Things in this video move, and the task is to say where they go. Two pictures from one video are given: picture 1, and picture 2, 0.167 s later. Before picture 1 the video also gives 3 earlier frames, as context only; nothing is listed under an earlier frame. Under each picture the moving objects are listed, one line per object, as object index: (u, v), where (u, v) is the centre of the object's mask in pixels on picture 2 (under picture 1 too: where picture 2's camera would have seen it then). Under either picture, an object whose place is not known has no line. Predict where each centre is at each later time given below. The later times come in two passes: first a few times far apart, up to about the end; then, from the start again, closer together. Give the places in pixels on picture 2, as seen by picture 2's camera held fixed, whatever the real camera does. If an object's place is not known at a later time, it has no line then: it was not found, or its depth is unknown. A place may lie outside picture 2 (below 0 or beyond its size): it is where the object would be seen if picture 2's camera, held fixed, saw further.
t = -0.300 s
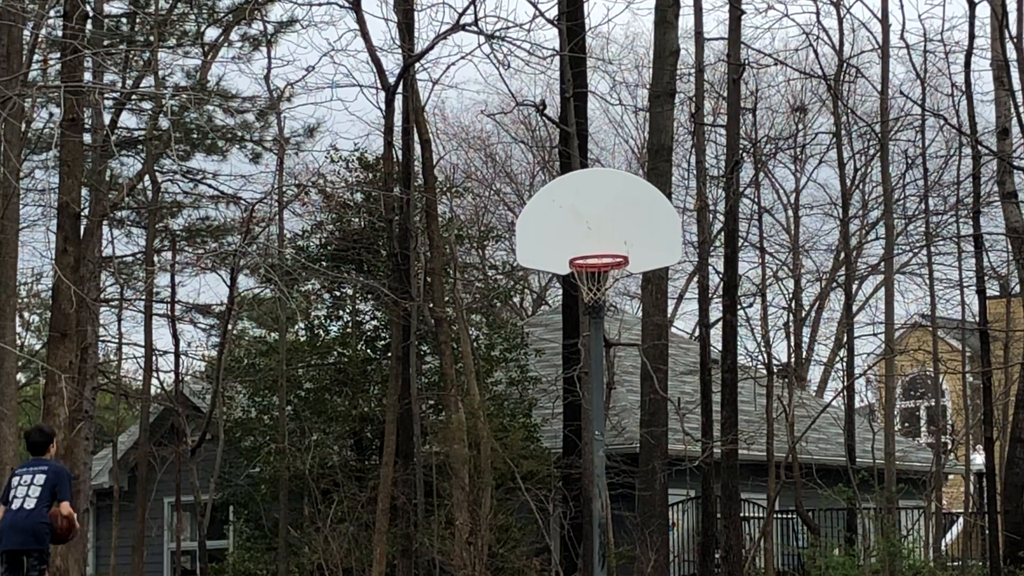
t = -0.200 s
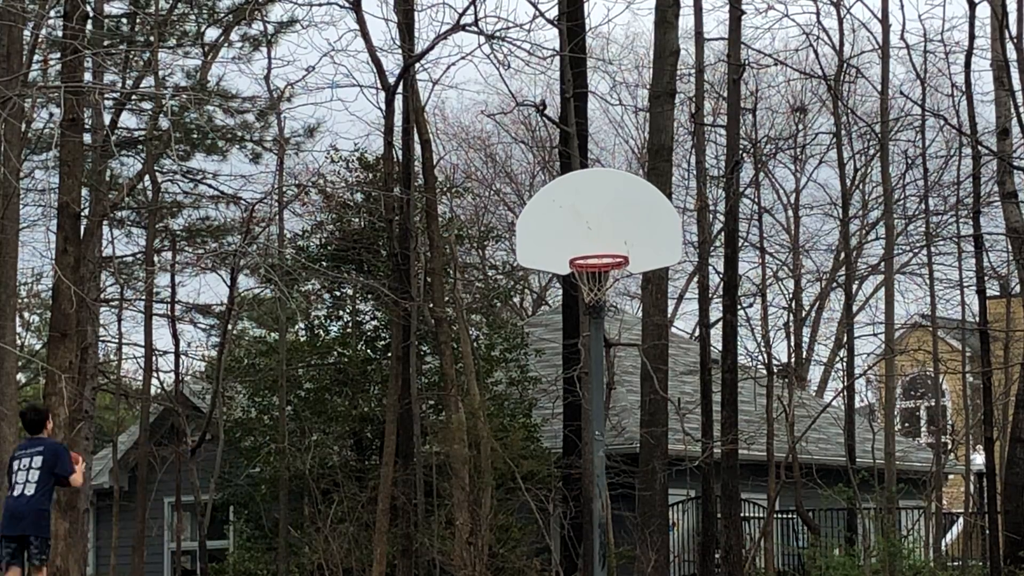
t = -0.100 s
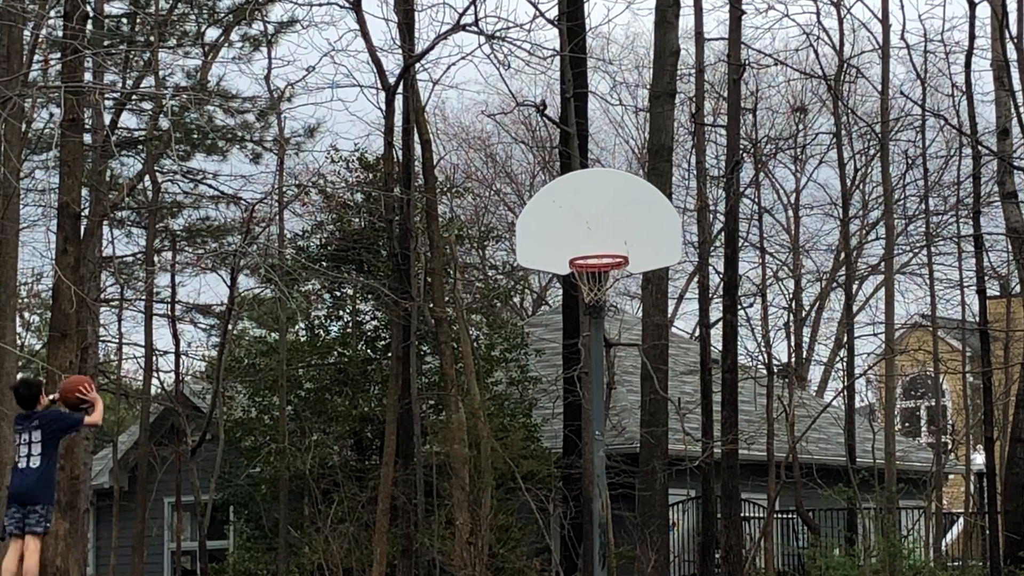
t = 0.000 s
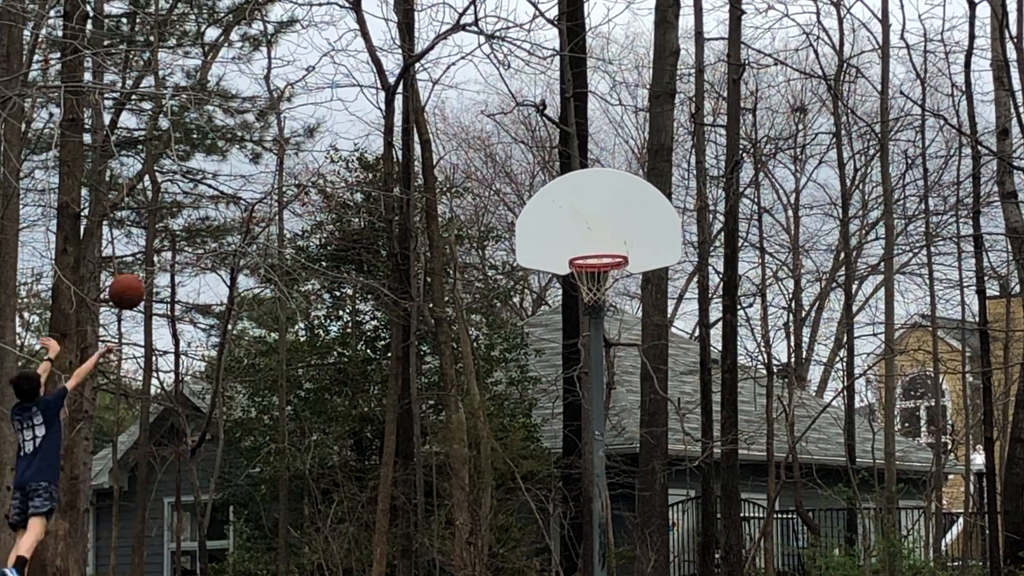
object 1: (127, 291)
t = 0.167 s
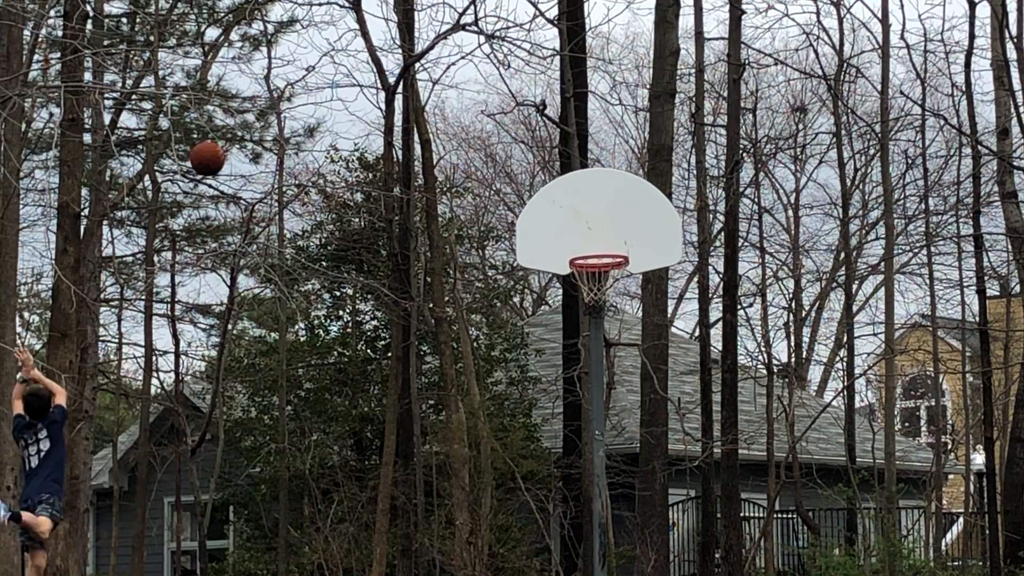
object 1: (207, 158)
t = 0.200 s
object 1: (222, 138)
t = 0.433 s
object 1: (325, 41)
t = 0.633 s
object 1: (406, 21)
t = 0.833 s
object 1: (483, 51)
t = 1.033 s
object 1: (554, 128)
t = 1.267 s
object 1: (623, 234)
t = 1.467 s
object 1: (635, 186)
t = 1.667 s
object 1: (640, 168)
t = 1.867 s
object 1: (647, 198)
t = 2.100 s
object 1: (656, 295)
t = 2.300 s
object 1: (666, 433)
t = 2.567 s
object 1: (678, 560)
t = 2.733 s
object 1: (676, 449)
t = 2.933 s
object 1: (677, 365)
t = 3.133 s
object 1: (678, 332)
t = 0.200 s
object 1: (222, 138)
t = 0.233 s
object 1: (238, 119)
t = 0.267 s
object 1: (253, 102)
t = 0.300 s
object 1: (268, 87)
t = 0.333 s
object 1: (282, 73)
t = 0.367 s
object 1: (297, 61)
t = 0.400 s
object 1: (311, 50)
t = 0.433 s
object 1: (325, 41)
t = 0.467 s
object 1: (339, 35)
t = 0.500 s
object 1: (353, 29)
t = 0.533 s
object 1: (366, 25)
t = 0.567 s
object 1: (380, 22)
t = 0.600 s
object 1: (393, 21)
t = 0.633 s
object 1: (406, 21)
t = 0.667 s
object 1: (419, 23)
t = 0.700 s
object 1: (432, 26)
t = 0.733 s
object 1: (445, 30)
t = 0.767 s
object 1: (458, 36)
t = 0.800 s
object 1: (470, 43)
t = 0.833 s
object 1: (483, 51)
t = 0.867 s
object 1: (495, 61)
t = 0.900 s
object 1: (507, 72)
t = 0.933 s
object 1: (519, 84)
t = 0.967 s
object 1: (532, 98)
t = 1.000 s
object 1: (543, 112)
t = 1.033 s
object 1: (554, 128)
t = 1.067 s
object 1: (566, 144)
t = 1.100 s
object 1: (577, 162)
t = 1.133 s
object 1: (588, 182)
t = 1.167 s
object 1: (599, 202)
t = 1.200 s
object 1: (610, 223)
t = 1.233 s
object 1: (621, 243)
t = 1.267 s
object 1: (623, 234)
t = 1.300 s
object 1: (626, 223)
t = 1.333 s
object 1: (628, 214)
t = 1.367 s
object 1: (630, 206)
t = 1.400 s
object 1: (632, 200)
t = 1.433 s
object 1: (634, 193)
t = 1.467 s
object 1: (635, 186)
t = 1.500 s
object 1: (635, 179)
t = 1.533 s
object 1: (636, 174)
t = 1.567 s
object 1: (638, 171)
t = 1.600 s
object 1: (639, 169)
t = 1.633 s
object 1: (640, 168)
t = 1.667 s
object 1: (640, 168)
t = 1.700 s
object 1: (641, 170)
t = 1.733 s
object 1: (643, 173)
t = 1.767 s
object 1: (643, 177)
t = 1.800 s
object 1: (645, 183)
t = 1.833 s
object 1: (646, 190)
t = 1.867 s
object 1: (647, 198)
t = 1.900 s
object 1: (648, 208)
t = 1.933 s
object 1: (650, 219)
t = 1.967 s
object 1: (651, 232)
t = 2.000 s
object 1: (652, 245)
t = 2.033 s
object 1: (654, 260)
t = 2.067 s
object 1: (655, 277)
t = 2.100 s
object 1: (656, 295)
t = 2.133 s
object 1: (658, 314)
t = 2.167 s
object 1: (659, 335)
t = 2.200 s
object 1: (661, 357)
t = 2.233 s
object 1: (663, 381)
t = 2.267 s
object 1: (665, 406)
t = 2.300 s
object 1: (666, 433)
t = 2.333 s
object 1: (668, 462)
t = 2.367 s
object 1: (670, 492)
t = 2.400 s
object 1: (672, 523)
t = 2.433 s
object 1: (674, 557)
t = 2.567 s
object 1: (678, 560)
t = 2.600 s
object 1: (677, 535)
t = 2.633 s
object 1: (677, 511)
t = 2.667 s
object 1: (677, 489)
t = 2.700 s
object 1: (677, 469)
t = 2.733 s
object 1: (676, 449)
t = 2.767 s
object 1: (677, 432)
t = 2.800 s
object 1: (677, 416)
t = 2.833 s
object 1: (677, 401)
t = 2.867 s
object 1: (676, 388)
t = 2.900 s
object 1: (677, 376)
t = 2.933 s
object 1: (677, 365)
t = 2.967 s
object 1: (677, 356)
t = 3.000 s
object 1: (677, 349)
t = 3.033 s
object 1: (677, 342)
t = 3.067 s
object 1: (678, 338)
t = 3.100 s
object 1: (678, 334)
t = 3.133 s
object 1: (678, 332)
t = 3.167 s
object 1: (678, 332)
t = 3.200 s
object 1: (679, 332)
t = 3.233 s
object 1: (679, 335)
